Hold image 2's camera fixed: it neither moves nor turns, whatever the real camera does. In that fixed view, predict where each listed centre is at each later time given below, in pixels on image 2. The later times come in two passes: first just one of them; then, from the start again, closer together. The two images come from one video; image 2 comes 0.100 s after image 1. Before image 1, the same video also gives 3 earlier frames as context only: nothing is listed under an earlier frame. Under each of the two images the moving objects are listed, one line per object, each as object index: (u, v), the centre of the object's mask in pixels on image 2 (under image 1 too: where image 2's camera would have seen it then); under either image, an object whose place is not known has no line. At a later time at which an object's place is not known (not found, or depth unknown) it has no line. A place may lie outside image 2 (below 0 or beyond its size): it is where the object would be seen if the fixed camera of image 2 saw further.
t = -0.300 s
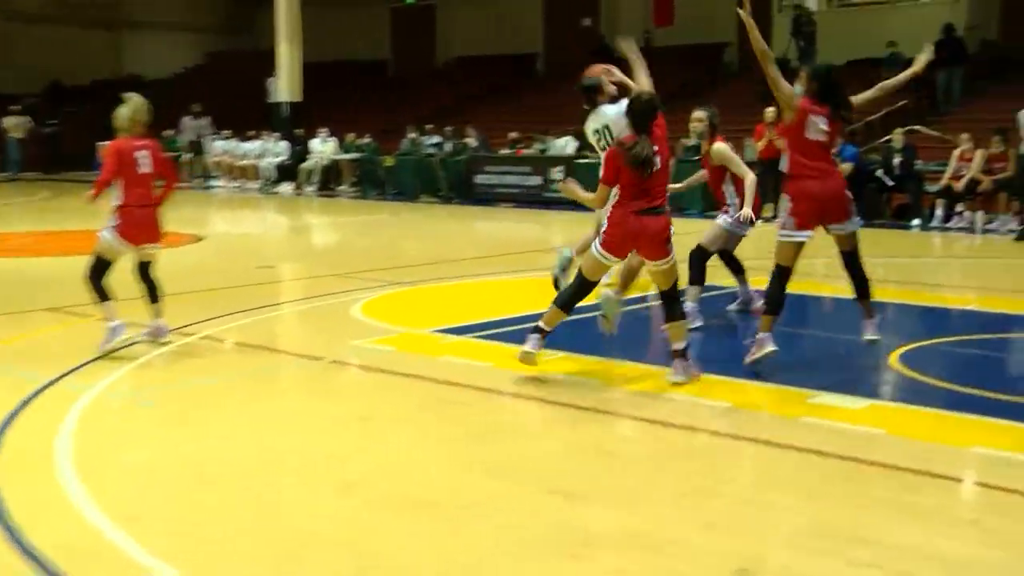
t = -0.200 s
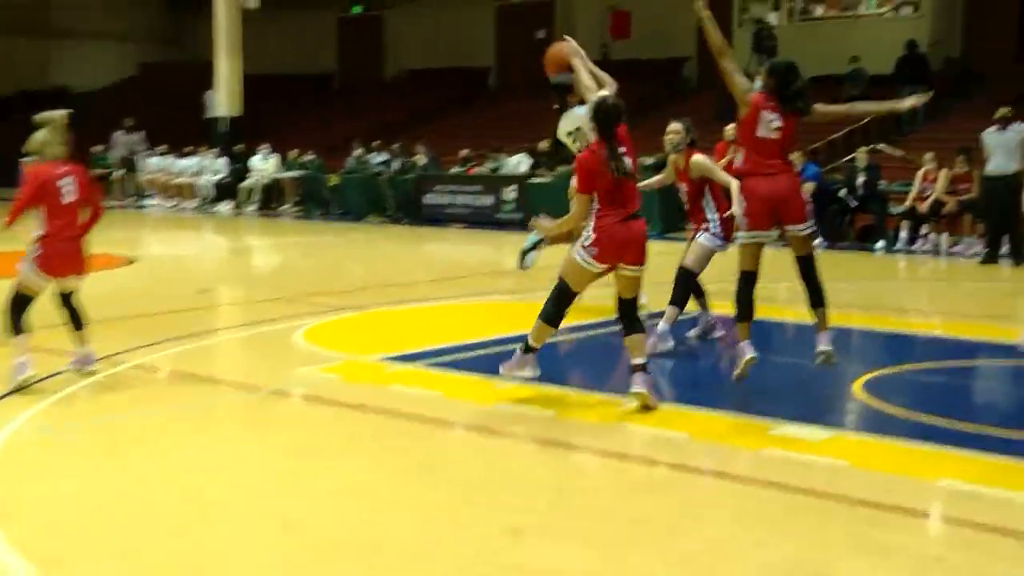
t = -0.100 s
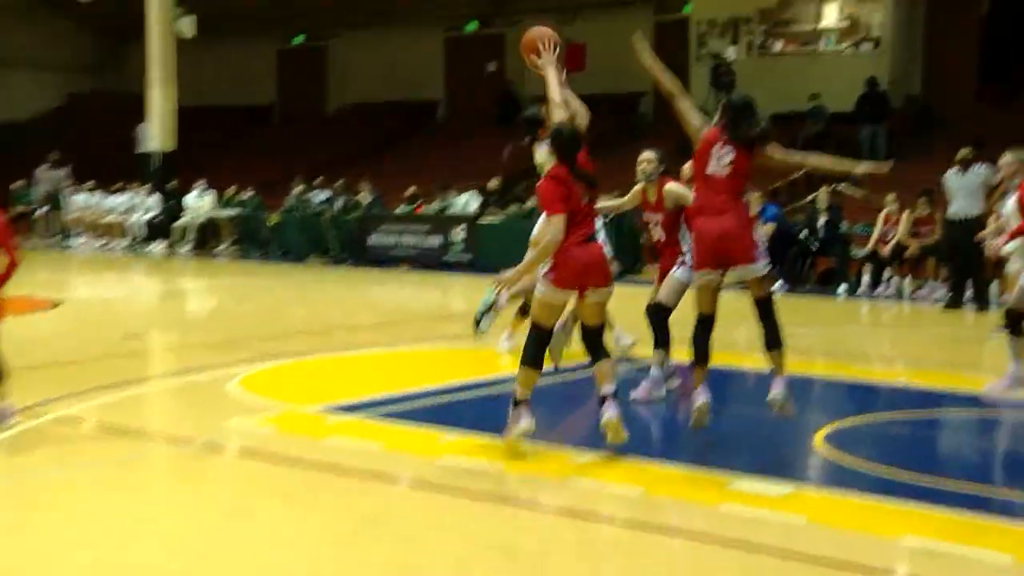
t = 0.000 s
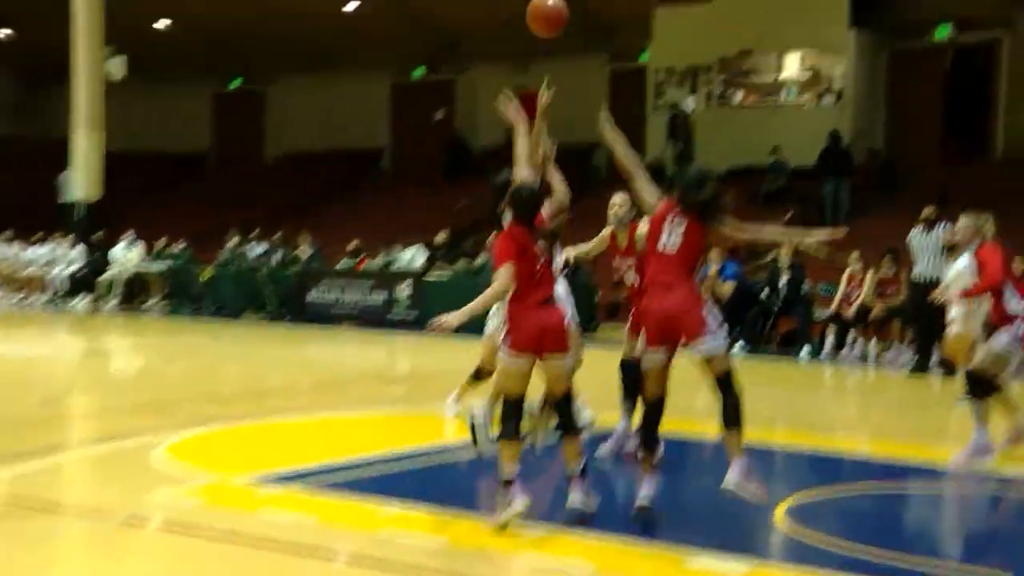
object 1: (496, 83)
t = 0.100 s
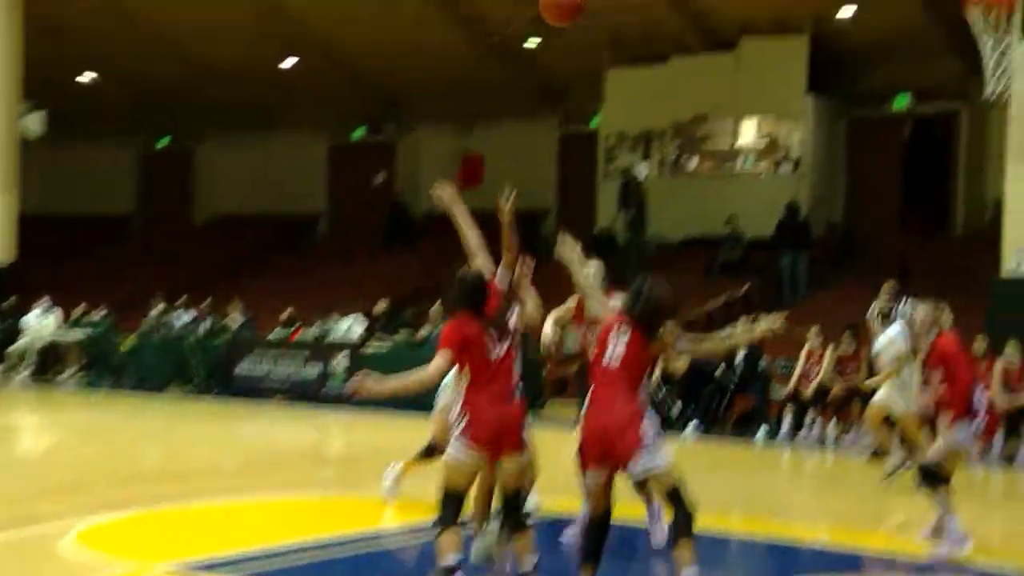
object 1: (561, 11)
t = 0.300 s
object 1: (699, -82)
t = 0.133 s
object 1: (582, -7)
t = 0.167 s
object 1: (607, -27)
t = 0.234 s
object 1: (652, -60)
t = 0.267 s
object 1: (676, -69)
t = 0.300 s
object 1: (699, -82)
